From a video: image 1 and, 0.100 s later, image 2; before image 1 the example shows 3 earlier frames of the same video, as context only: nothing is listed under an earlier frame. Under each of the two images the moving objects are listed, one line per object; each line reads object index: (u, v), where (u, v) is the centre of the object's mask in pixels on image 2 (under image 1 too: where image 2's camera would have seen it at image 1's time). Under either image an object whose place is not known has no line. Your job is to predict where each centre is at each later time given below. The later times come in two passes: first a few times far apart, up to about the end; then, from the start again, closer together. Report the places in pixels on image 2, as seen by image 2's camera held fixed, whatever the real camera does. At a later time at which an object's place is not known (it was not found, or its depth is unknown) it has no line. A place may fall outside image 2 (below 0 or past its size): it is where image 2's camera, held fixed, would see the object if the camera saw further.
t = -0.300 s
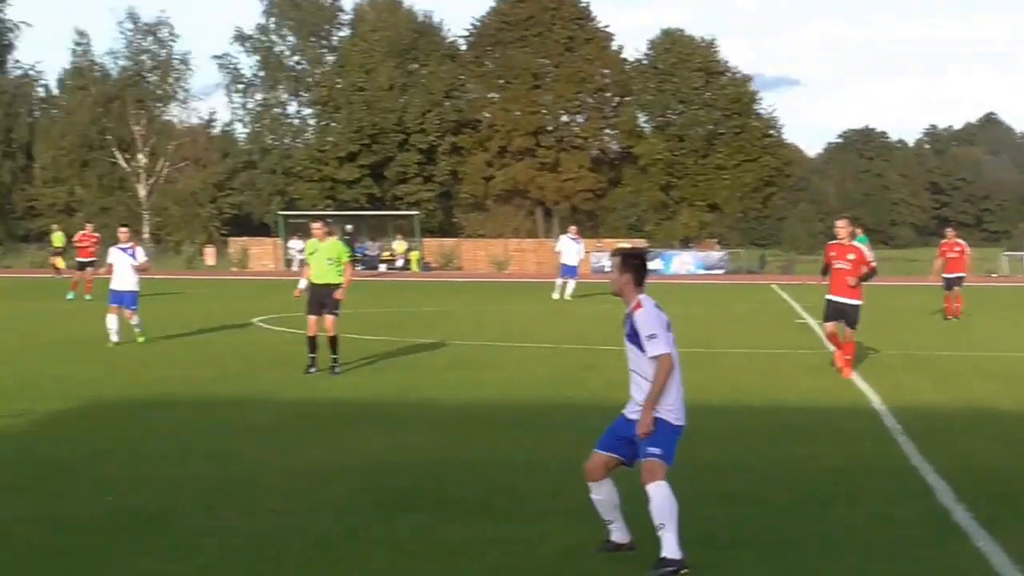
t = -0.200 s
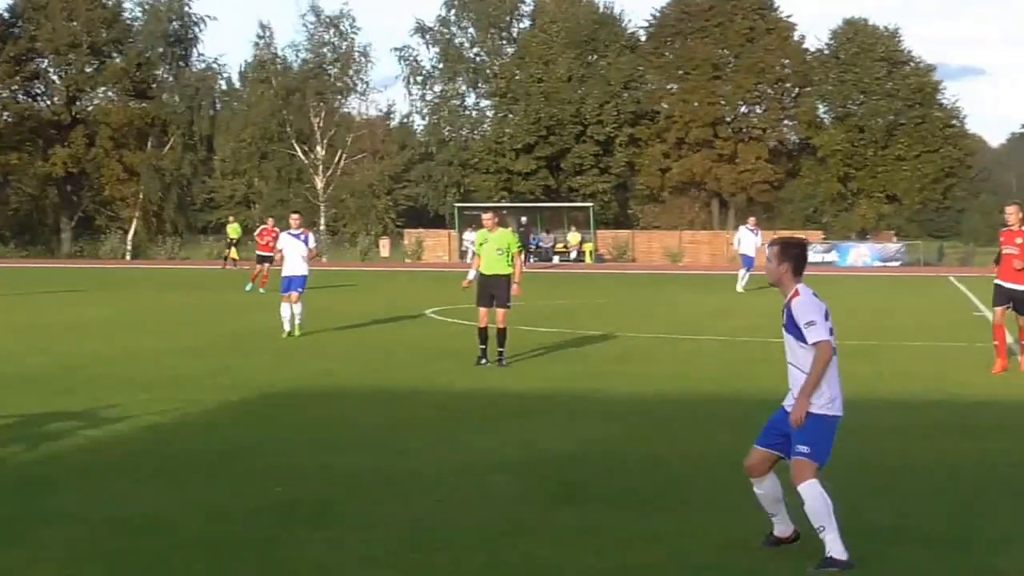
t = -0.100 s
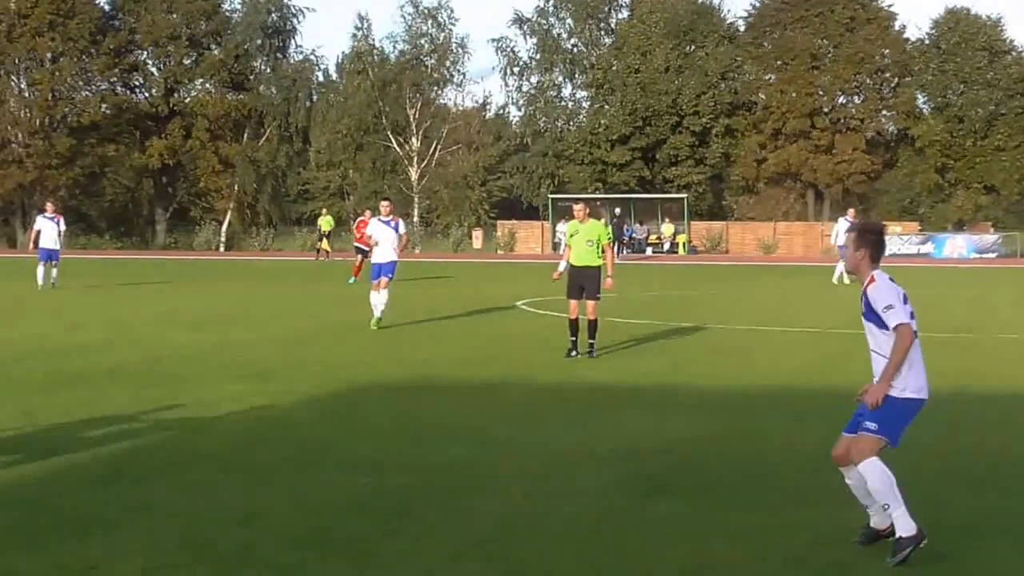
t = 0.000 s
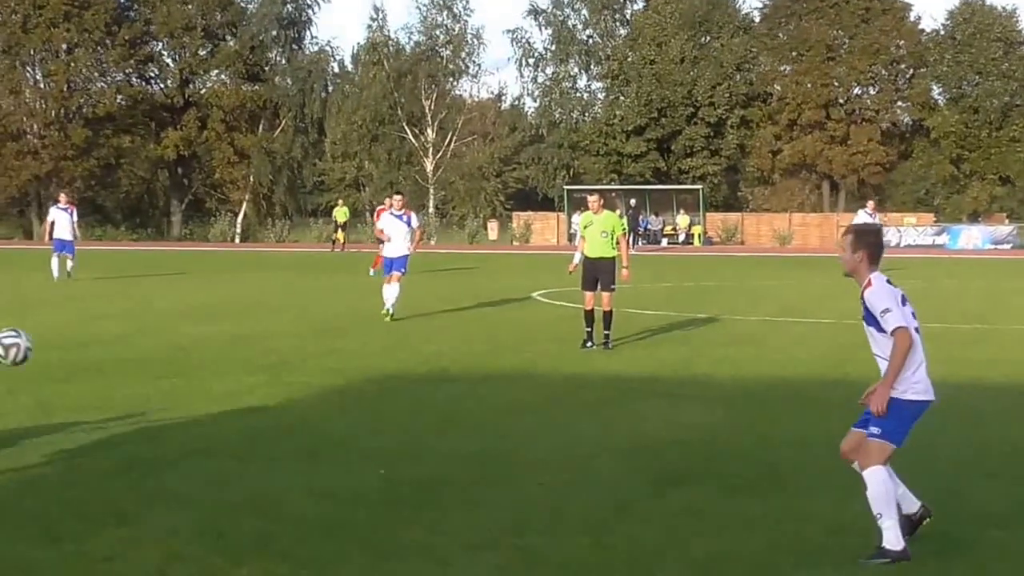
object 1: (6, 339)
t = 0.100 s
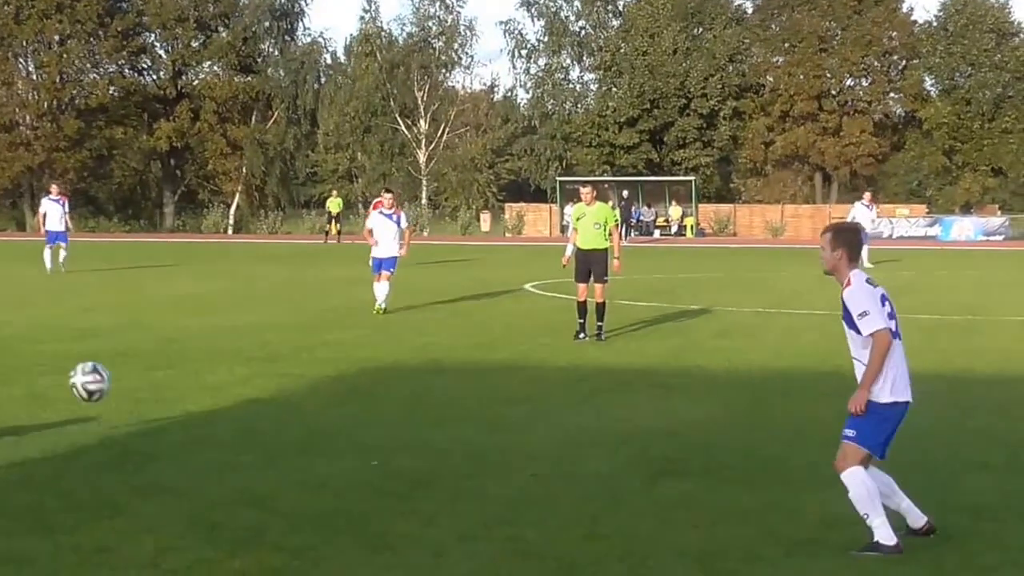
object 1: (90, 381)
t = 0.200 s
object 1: (177, 444)
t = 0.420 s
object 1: (339, 434)
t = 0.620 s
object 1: (485, 427)
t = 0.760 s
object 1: (594, 470)
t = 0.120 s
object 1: (107, 392)
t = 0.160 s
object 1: (142, 416)
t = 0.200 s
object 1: (177, 444)
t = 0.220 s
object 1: (195, 458)
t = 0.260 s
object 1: (231, 490)
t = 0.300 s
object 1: (257, 474)
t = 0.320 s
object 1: (271, 466)
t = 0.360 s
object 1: (298, 451)
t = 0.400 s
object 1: (325, 439)
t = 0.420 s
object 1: (339, 434)
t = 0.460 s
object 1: (368, 427)
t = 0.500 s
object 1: (395, 422)
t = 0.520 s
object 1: (410, 421)
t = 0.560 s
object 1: (440, 421)
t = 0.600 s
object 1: (469, 424)
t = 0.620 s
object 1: (485, 427)
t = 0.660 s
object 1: (515, 435)
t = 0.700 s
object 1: (546, 447)
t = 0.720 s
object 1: (562, 453)
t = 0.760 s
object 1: (594, 470)
